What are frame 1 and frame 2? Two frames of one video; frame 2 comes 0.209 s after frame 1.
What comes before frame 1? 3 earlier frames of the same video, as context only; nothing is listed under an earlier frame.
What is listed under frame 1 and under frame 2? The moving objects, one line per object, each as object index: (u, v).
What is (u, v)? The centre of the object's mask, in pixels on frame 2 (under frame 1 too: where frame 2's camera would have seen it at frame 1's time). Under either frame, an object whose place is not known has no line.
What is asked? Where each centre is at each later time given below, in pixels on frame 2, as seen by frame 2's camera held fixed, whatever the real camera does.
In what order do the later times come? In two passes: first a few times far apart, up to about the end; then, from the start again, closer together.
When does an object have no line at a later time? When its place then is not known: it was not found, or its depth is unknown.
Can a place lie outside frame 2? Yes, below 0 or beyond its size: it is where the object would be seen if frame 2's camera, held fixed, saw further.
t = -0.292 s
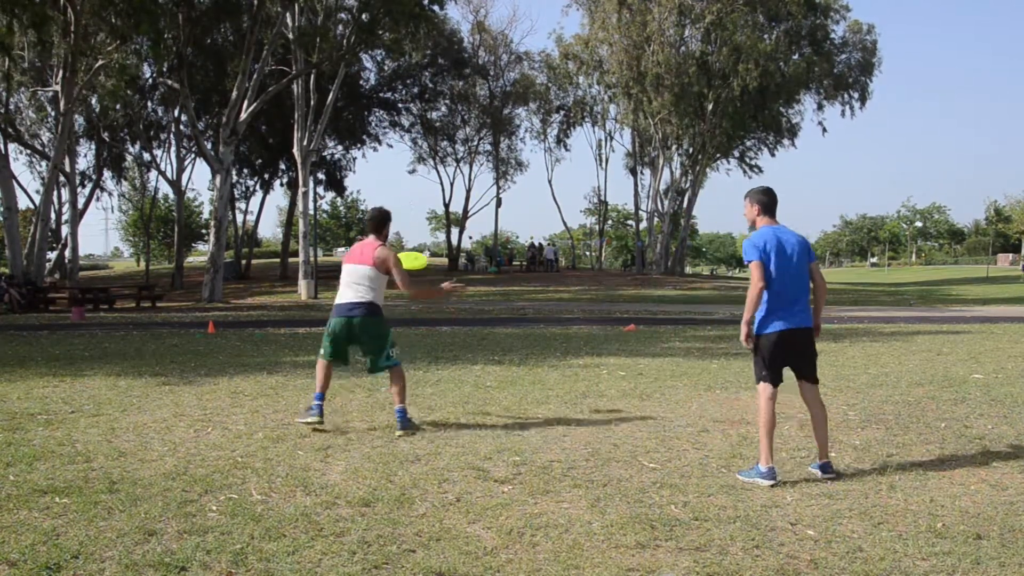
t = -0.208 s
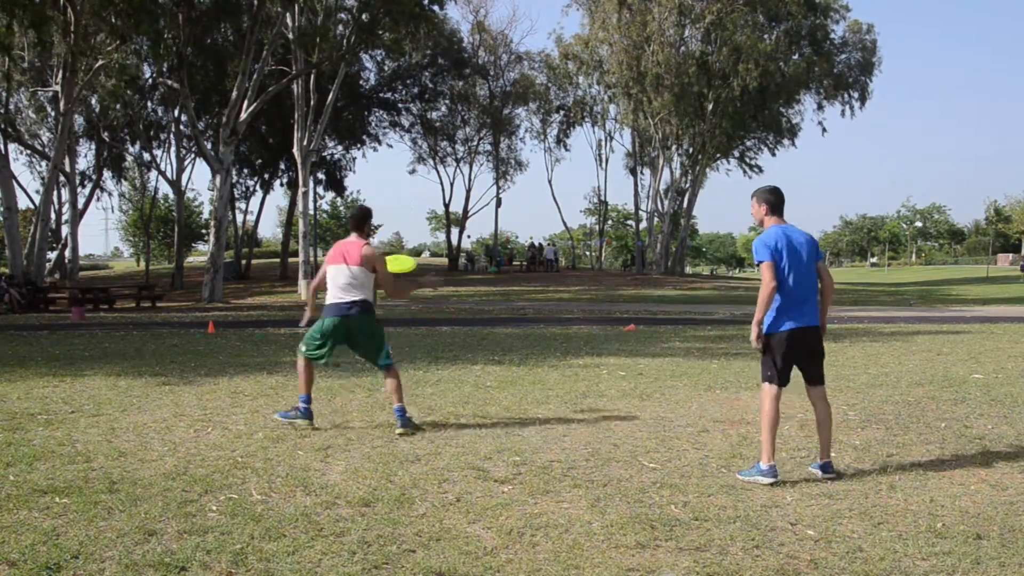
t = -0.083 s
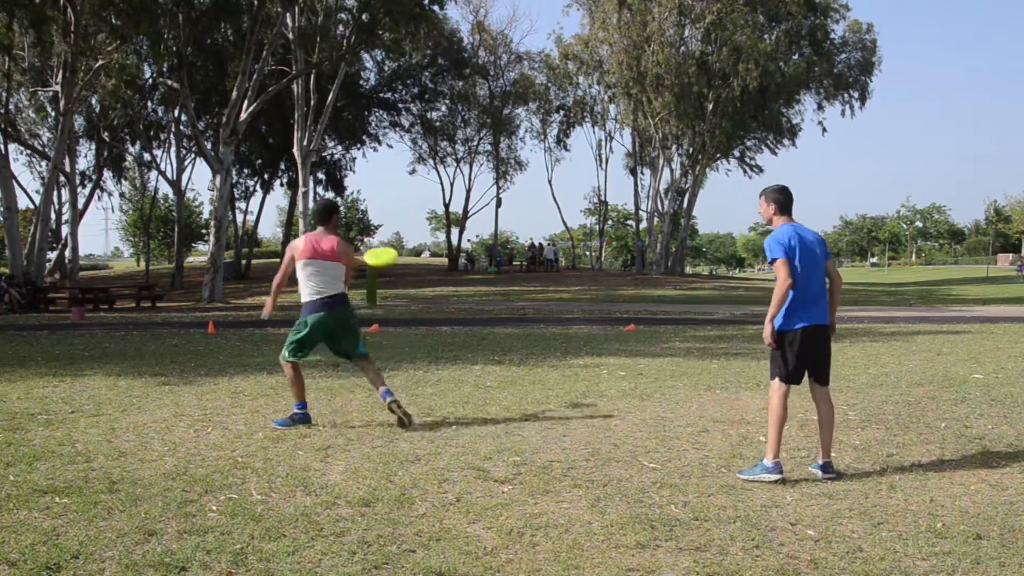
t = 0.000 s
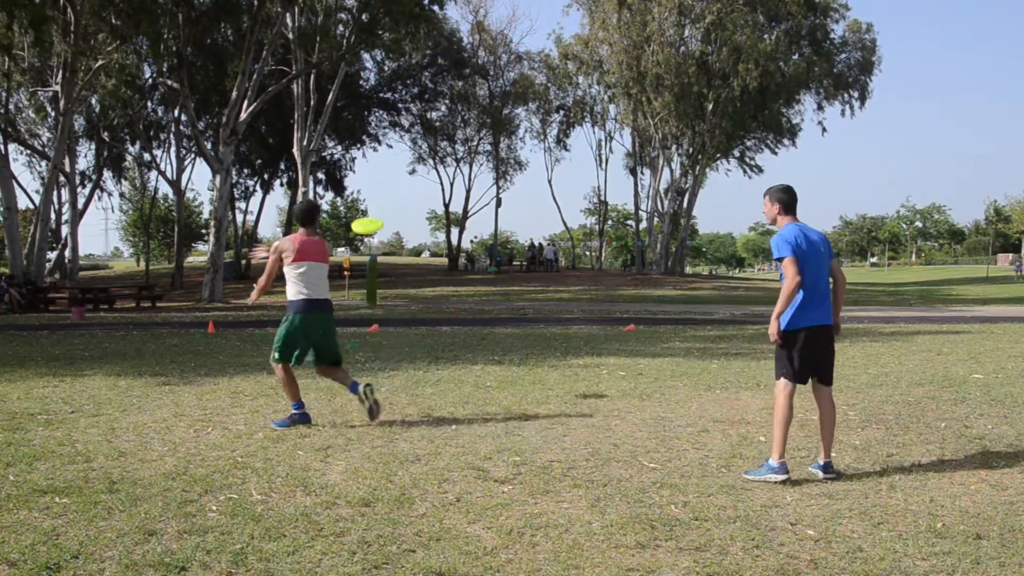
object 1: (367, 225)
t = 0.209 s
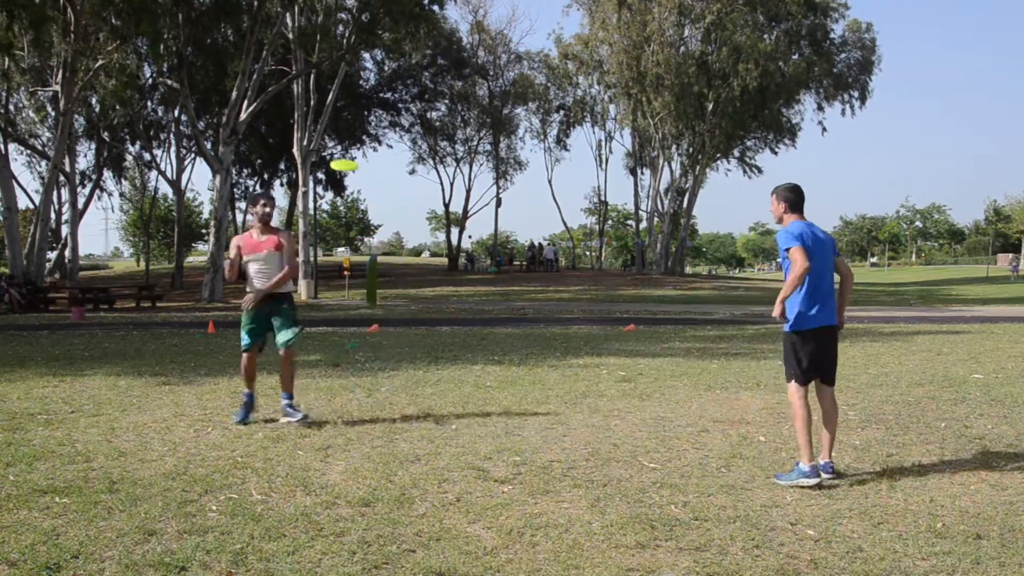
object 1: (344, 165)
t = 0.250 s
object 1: (340, 156)
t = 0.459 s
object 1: (328, 122)
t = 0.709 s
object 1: (316, 101)
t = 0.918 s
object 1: (308, 91)
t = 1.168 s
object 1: (296, 90)
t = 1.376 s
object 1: (282, 97)
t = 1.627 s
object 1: (253, 115)
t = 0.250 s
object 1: (340, 156)
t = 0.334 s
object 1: (335, 140)
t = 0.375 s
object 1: (333, 134)
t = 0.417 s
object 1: (330, 128)
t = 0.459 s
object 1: (328, 122)
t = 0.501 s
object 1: (326, 117)
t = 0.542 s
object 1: (324, 114)
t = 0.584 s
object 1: (322, 110)
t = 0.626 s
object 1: (320, 106)
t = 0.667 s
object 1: (318, 104)
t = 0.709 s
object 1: (316, 101)
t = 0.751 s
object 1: (315, 98)
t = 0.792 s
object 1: (313, 96)
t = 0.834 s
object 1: (311, 94)
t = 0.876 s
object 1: (310, 92)
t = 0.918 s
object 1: (308, 91)
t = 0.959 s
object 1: (306, 90)
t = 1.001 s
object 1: (304, 89)
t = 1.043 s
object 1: (302, 89)
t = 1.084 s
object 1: (300, 89)
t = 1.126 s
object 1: (298, 89)
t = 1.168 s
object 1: (296, 90)
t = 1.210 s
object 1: (293, 90)
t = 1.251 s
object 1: (291, 92)
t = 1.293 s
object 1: (288, 93)
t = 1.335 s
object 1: (284, 95)
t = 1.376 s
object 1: (282, 97)
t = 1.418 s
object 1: (278, 99)
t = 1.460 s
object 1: (273, 101)
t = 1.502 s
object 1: (269, 103)
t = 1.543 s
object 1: (264, 106)
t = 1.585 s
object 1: (258, 110)
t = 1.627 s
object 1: (253, 115)
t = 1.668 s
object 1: (248, 120)
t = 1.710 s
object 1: (242, 126)
